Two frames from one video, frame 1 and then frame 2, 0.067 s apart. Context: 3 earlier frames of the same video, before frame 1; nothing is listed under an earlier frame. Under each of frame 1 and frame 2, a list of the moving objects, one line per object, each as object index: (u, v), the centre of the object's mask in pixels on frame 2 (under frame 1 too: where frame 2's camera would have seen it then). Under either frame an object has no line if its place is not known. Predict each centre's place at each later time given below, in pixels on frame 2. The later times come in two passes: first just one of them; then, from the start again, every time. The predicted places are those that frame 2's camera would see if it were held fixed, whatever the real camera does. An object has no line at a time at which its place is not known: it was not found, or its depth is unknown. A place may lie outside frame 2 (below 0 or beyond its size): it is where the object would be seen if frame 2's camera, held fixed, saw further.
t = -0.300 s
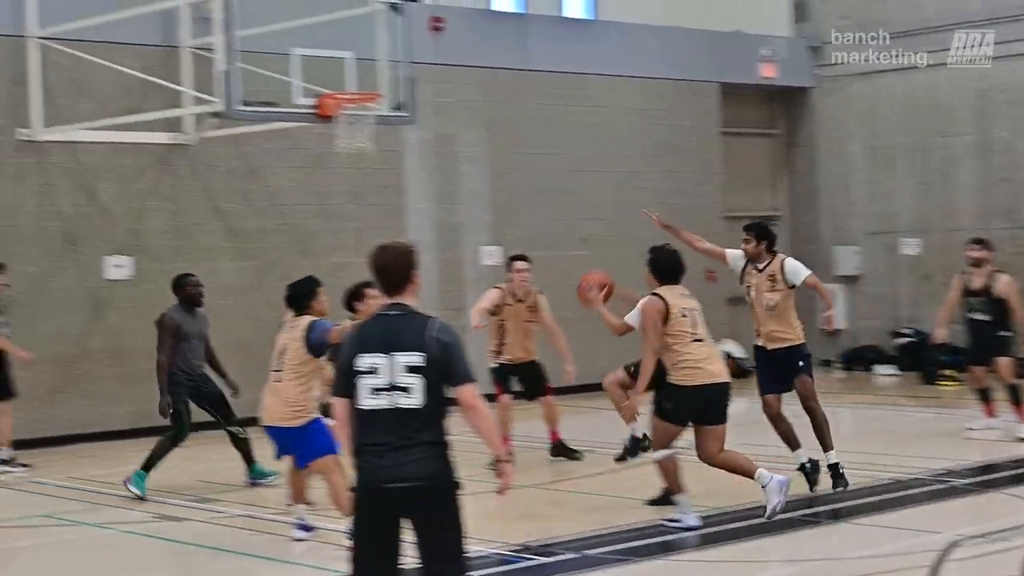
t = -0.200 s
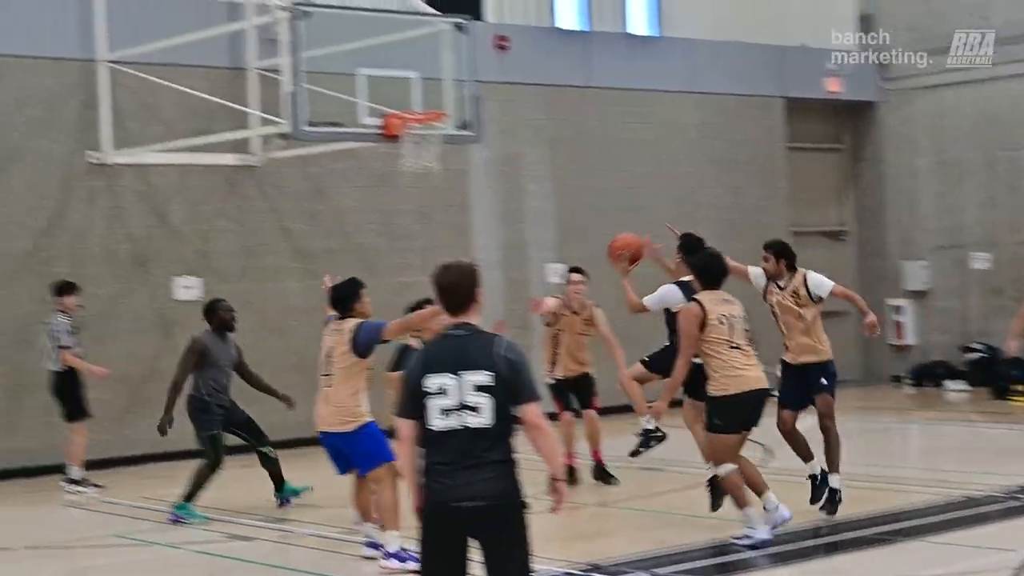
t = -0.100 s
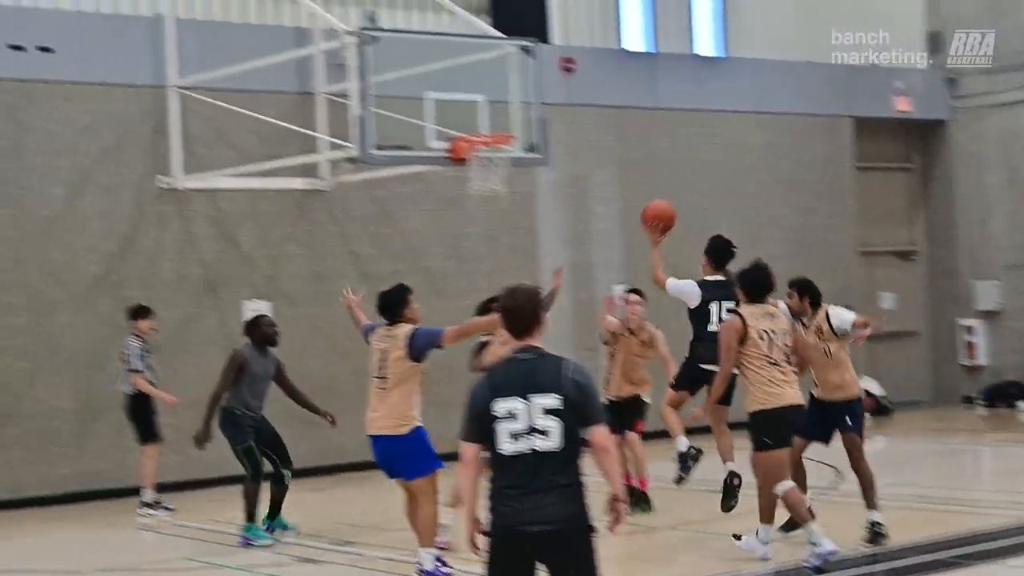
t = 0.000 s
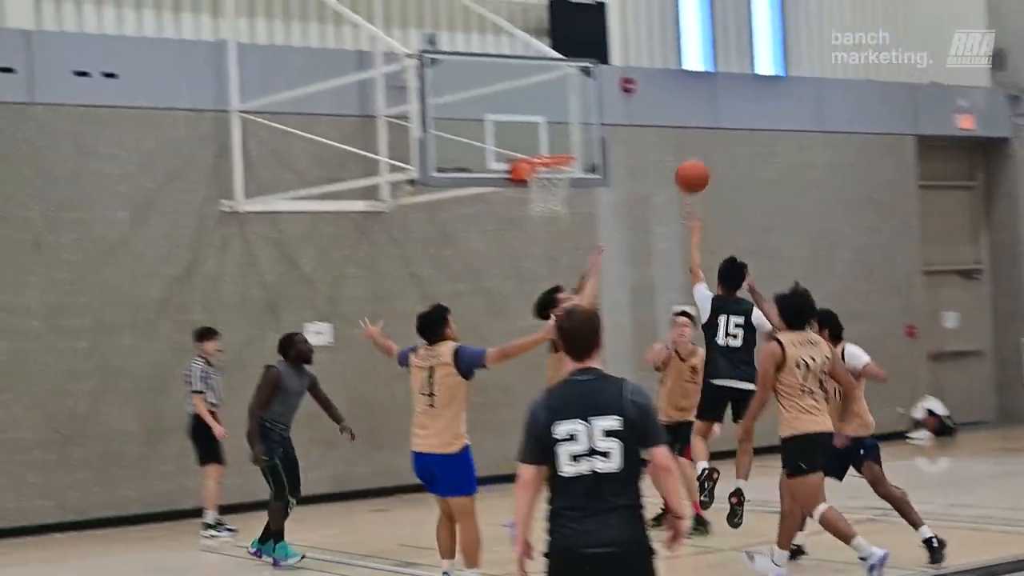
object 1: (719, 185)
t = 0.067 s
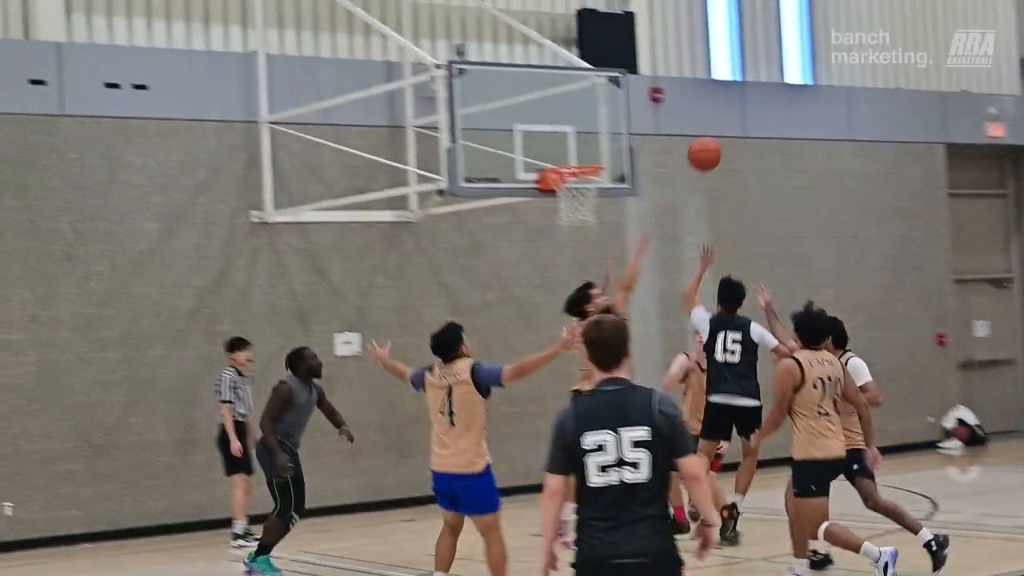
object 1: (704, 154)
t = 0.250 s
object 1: (670, 105)
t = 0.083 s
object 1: (701, 148)
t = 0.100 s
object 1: (697, 142)
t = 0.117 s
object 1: (694, 136)
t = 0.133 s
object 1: (691, 131)
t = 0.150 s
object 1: (688, 126)
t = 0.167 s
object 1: (685, 122)
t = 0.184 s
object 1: (682, 118)
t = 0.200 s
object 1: (679, 114)
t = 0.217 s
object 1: (676, 111)
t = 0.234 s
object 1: (673, 107)
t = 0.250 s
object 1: (670, 105)
